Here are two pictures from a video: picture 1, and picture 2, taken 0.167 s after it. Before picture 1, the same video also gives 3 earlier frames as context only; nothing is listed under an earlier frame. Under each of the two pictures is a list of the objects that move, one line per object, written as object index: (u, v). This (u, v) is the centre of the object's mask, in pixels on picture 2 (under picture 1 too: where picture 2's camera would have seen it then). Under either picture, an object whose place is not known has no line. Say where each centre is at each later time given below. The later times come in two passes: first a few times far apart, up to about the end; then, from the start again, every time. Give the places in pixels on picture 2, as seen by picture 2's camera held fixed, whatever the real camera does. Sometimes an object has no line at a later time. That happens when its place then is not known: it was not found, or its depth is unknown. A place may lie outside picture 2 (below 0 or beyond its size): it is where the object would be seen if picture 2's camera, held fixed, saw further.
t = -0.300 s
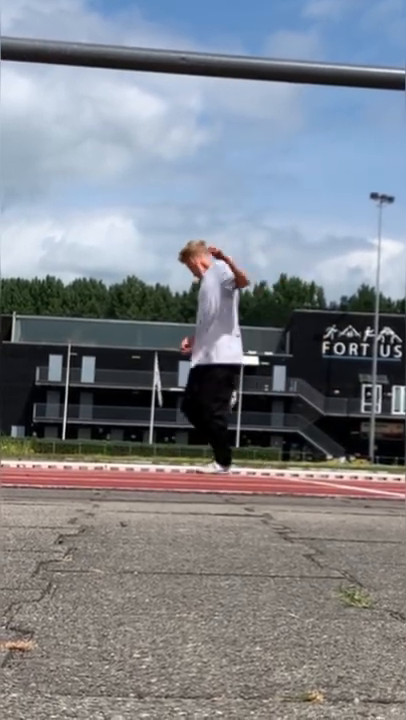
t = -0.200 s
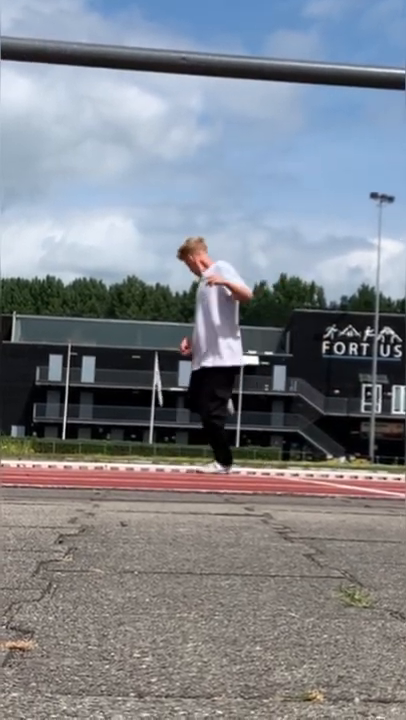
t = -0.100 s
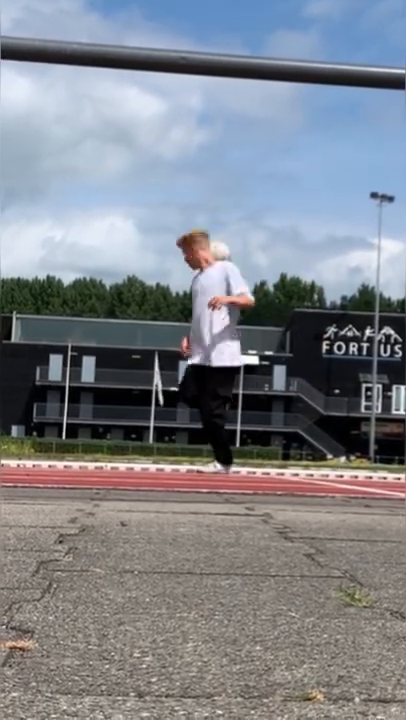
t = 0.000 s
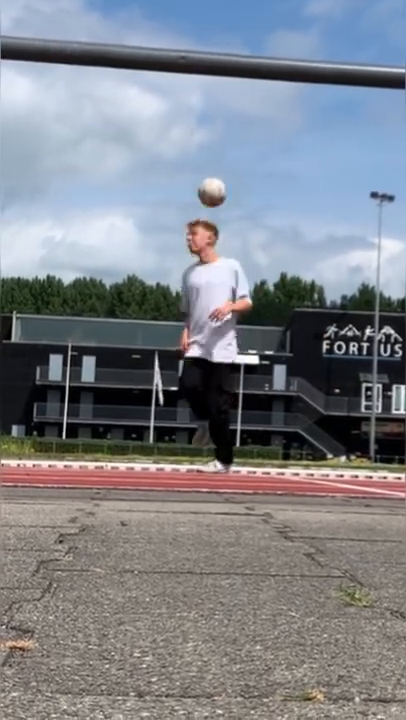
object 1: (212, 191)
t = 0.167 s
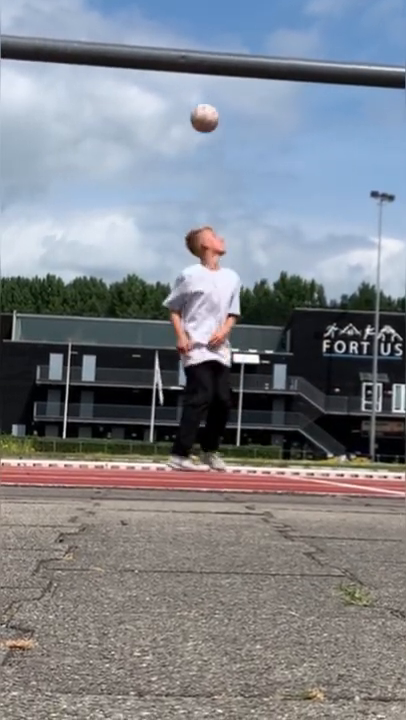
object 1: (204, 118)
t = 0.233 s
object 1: (200, 99)
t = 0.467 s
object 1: (187, 82)
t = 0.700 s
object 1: (172, 127)
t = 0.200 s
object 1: (203, 108)
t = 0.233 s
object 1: (200, 99)
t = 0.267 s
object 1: (199, 92)
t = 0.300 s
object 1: (197, 87)
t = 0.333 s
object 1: (196, 84)
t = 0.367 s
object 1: (194, 83)
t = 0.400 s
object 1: (191, 82)
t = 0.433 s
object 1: (189, 82)
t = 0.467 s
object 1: (187, 82)
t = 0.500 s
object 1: (186, 83)
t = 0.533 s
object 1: (183, 87)
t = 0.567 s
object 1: (181, 92)
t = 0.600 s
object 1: (179, 98)
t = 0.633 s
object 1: (177, 106)
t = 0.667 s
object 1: (174, 117)
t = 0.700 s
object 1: (172, 127)
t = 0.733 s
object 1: (170, 139)
